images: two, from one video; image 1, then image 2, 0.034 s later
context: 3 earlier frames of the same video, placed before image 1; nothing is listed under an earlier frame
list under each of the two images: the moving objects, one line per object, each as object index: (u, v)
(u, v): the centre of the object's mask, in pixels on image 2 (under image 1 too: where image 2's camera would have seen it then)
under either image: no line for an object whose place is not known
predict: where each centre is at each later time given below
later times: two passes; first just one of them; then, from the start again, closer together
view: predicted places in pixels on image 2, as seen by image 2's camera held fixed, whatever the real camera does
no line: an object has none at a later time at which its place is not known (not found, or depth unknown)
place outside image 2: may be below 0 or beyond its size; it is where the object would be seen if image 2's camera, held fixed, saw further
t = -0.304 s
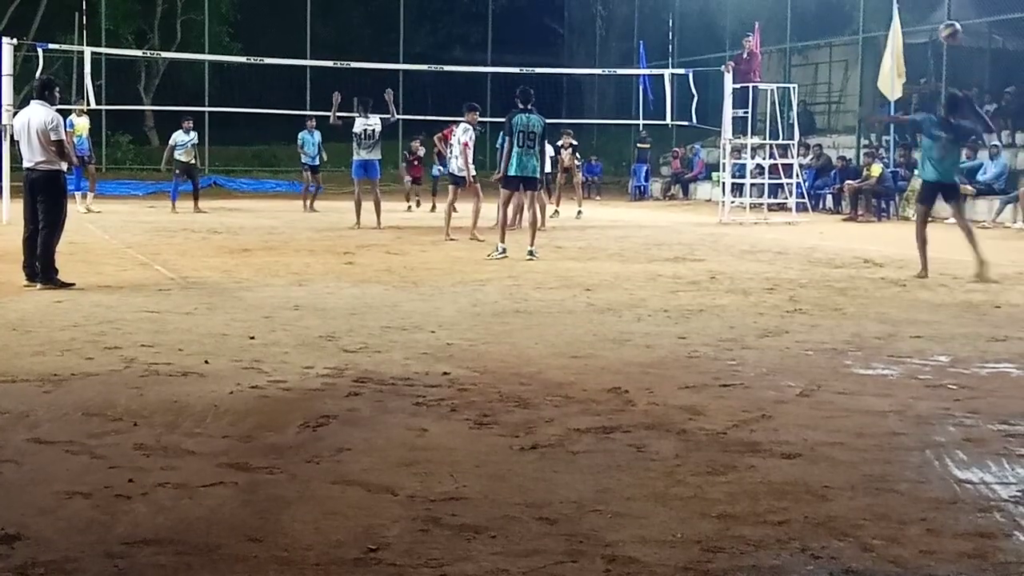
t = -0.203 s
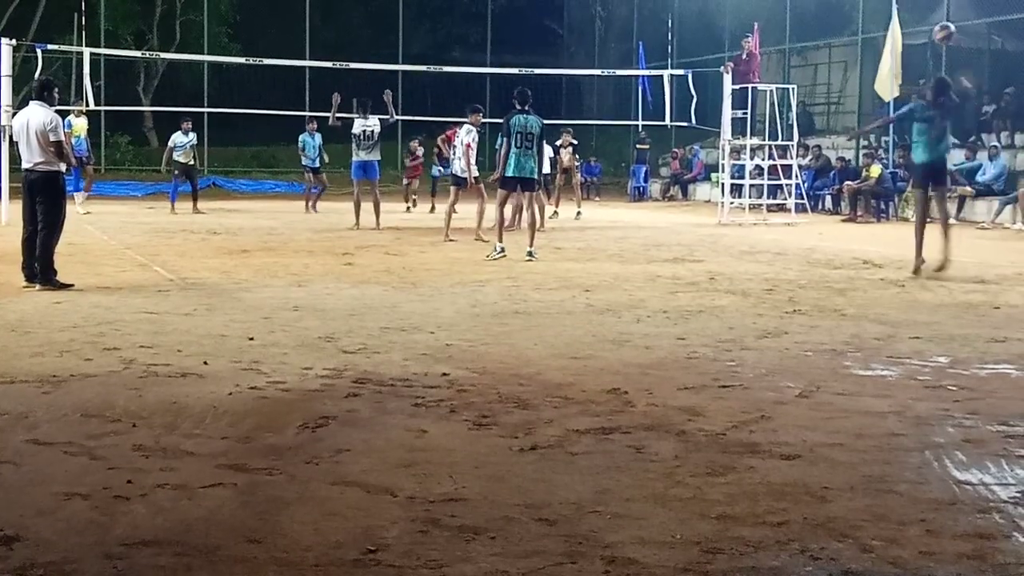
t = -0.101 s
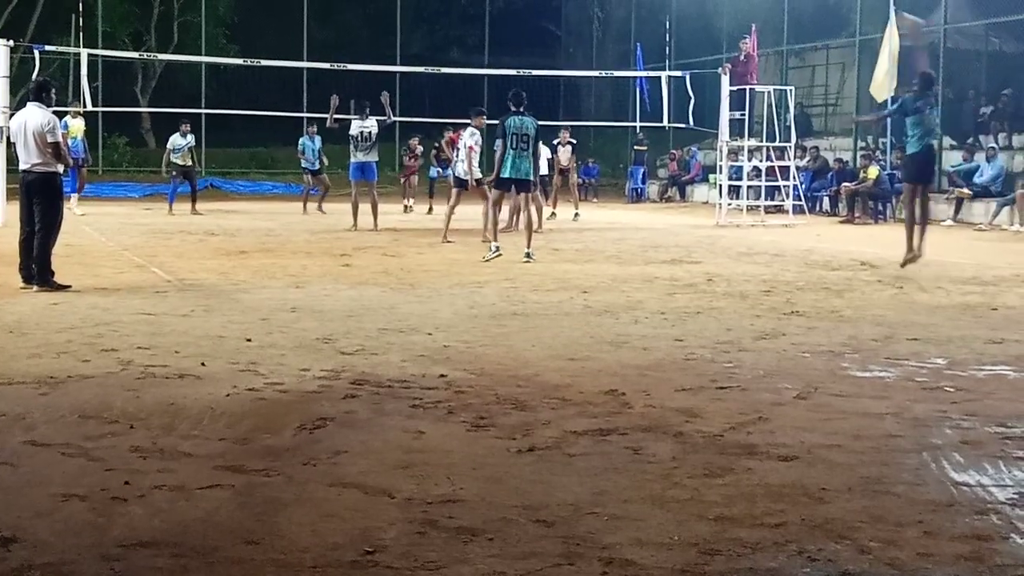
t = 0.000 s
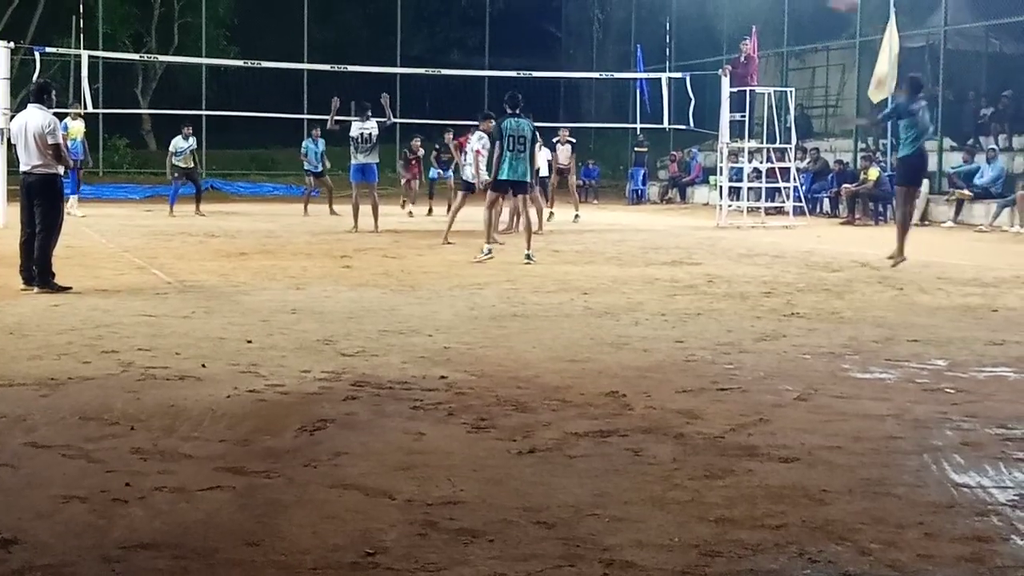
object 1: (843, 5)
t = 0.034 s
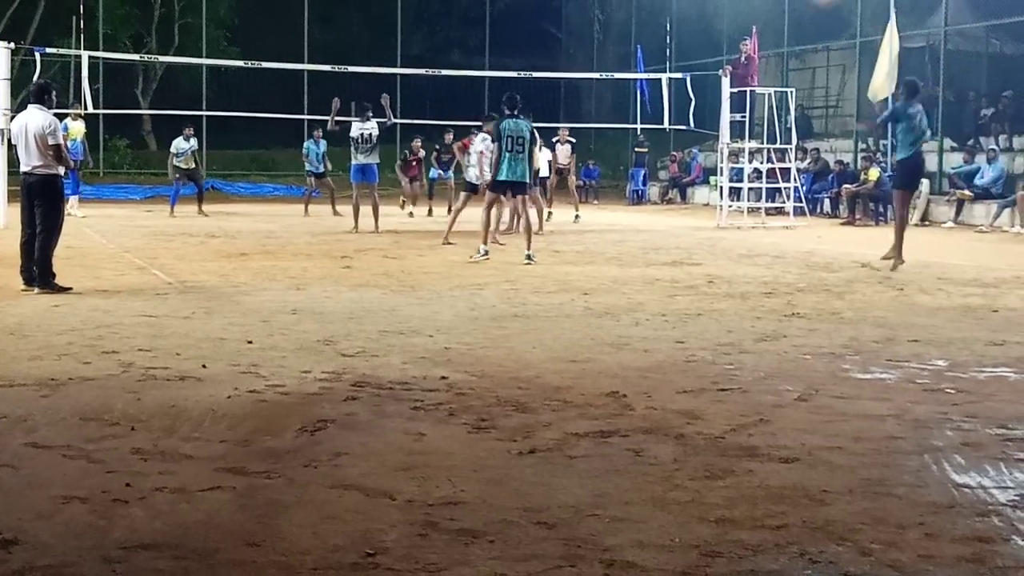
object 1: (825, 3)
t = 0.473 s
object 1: (643, 18)
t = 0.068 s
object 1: (803, 1)
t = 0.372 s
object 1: (676, 2)
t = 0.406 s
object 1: (664, 7)
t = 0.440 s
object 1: (653, 12)
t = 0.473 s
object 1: (643, 18)
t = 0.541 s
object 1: (623, 32)
